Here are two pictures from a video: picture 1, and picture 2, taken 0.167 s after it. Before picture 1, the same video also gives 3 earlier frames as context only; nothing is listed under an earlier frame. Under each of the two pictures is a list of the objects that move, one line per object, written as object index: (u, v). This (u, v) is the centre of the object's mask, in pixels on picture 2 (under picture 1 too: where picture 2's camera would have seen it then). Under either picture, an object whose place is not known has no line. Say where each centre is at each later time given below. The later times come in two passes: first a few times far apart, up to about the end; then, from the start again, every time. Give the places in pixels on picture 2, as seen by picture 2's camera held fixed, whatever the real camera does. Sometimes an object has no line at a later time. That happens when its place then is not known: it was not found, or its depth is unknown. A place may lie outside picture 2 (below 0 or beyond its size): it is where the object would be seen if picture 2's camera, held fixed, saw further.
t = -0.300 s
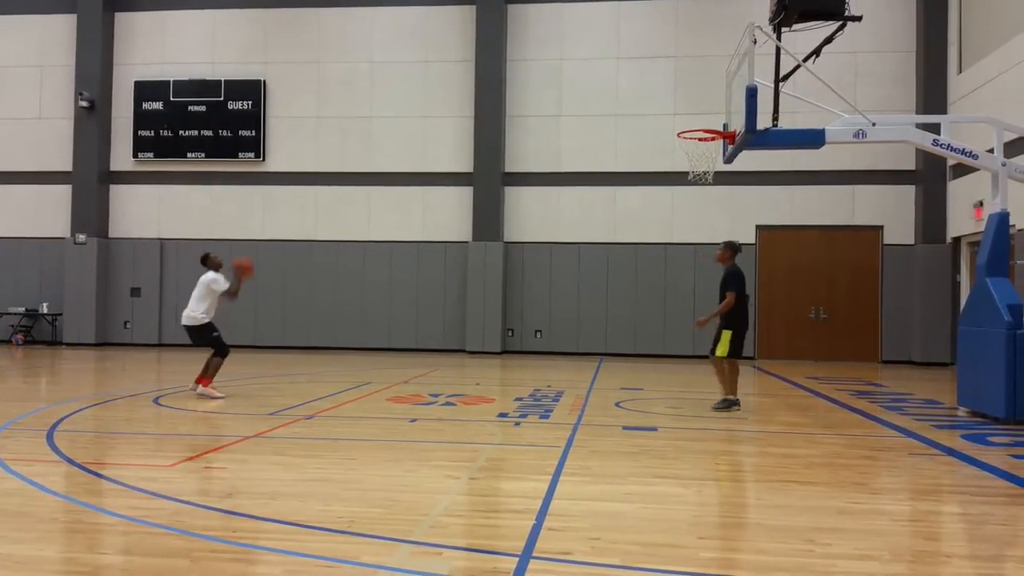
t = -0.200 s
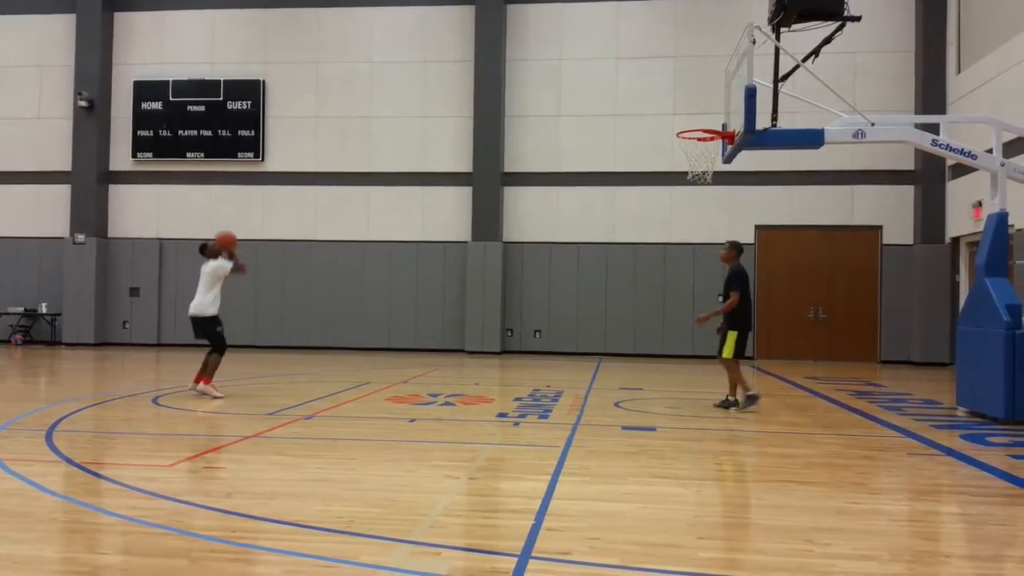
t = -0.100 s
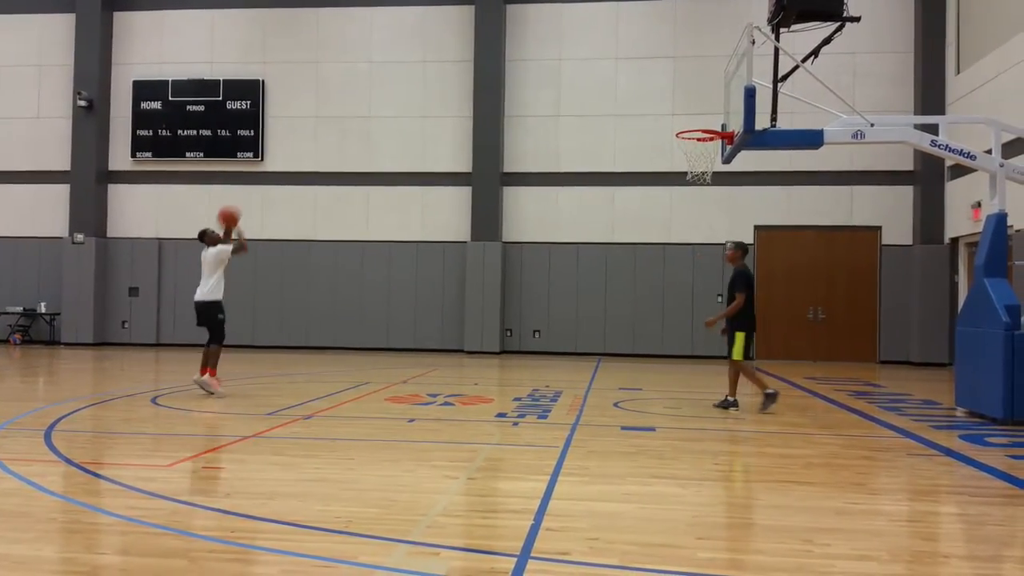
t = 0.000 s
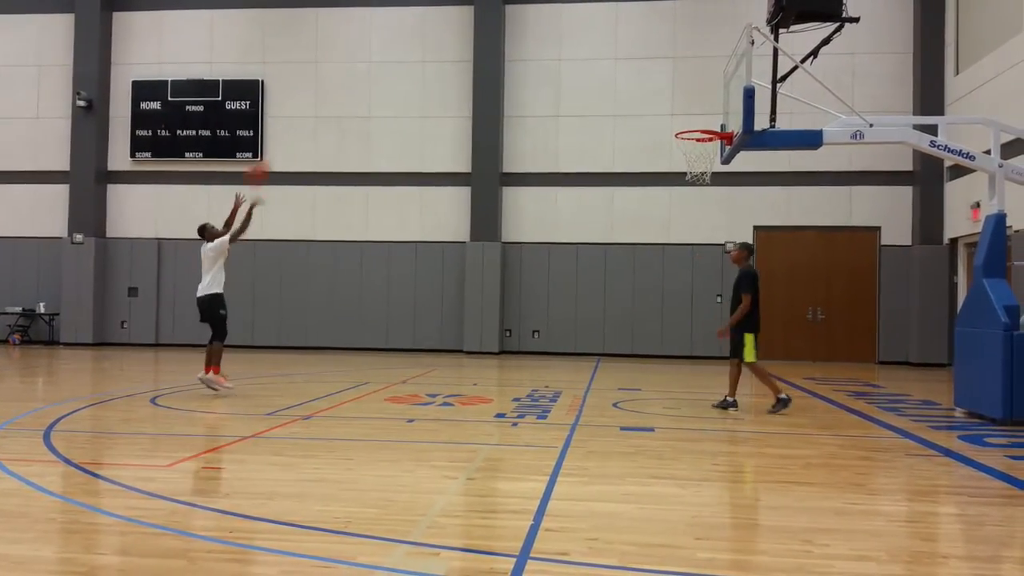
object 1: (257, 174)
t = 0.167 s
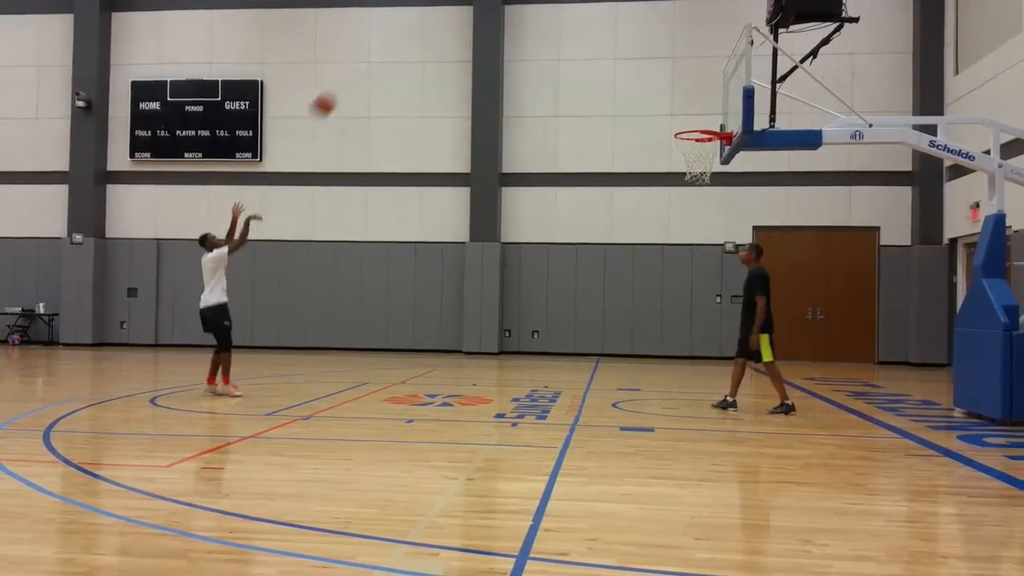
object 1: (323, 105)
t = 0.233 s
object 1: (350, 84)
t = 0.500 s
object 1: (454, 34)
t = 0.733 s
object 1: (543, 38)
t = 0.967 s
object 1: (634, 91)
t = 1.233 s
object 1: (691, 98)
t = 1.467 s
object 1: (716, 94)
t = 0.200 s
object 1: (337, 93)
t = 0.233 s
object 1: (350, 84)
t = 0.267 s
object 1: (363, 75)
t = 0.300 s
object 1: (376, 66)
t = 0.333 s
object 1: (389, 59)
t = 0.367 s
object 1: (402, 51)
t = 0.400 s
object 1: (415, 46)
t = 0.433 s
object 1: (427, 41)
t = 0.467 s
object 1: (441, 37)
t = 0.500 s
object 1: (454, 34)
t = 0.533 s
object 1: (467, 32)
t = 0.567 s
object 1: (481, 30)
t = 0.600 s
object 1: (492, 29)
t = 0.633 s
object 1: (504, 30)
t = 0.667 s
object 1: (517, 33)
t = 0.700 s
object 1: (530, 35)
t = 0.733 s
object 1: (543, 38)
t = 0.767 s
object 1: (556, 43)
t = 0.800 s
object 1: (569, 49)
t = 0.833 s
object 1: (582, 55)
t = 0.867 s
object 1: (595, 62)
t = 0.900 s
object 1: (608, 71)
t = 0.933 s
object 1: (621, 81)
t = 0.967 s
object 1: (634, 91)
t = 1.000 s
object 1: (646, 102)
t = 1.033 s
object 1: (660, 115)
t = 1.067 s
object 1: (672, 126)
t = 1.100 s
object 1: (677, 122)
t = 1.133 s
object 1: (681, 114)
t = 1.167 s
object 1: (684, 108)
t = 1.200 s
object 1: (688, 103)
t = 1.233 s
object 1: (691, 98)
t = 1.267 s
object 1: (695, 95)
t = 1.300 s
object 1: (698, 92)
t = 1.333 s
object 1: (702, 90)
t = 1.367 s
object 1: (705, 90)
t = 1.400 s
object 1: (709, 90)
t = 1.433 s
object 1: (712, 91)
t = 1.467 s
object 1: (716, 94)
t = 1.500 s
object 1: (719, 97)
